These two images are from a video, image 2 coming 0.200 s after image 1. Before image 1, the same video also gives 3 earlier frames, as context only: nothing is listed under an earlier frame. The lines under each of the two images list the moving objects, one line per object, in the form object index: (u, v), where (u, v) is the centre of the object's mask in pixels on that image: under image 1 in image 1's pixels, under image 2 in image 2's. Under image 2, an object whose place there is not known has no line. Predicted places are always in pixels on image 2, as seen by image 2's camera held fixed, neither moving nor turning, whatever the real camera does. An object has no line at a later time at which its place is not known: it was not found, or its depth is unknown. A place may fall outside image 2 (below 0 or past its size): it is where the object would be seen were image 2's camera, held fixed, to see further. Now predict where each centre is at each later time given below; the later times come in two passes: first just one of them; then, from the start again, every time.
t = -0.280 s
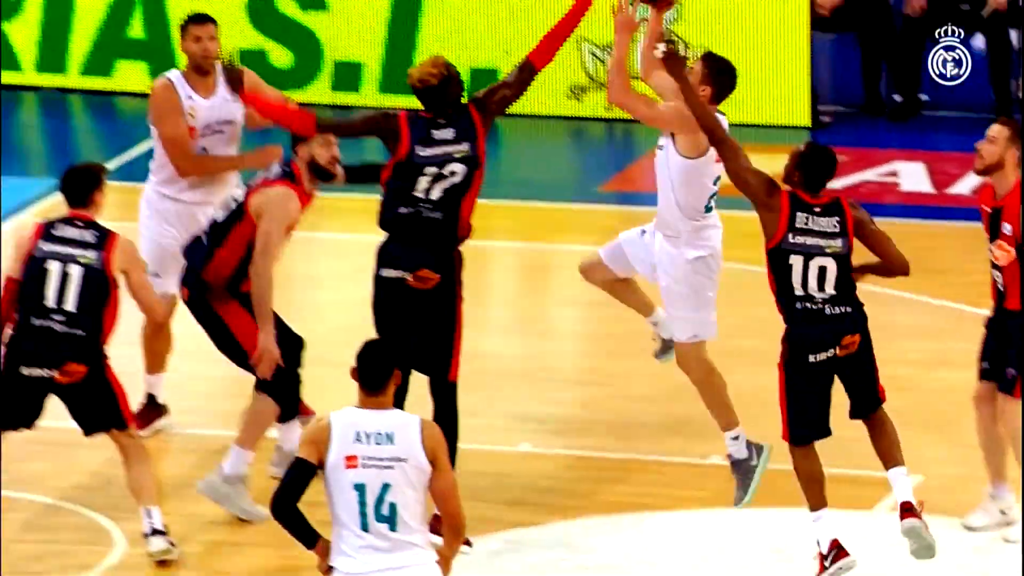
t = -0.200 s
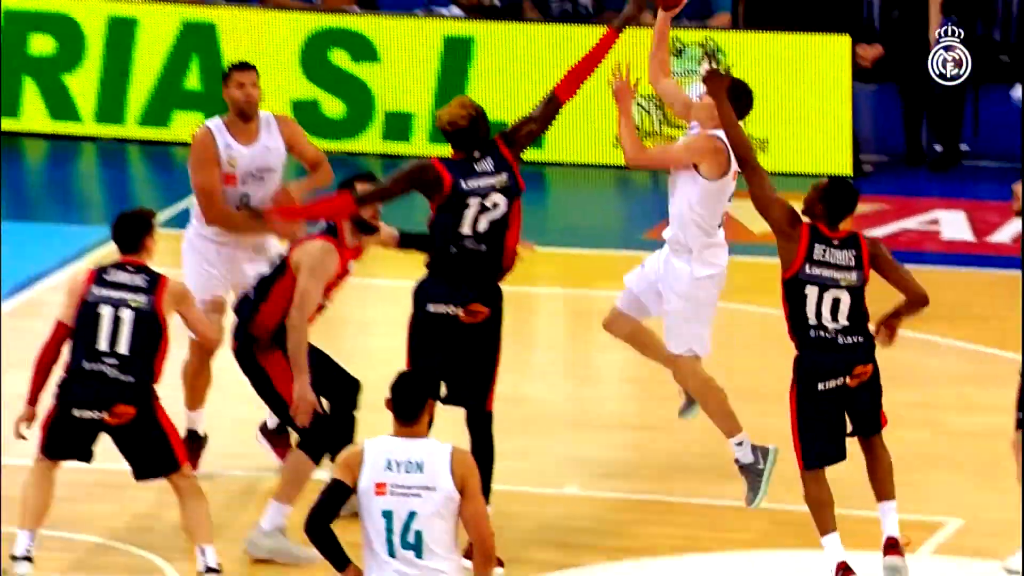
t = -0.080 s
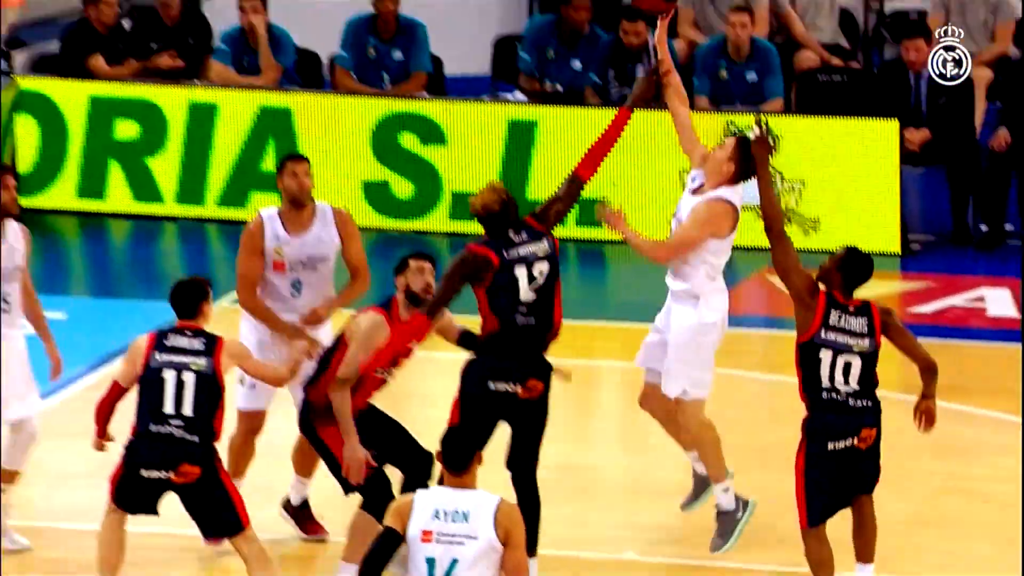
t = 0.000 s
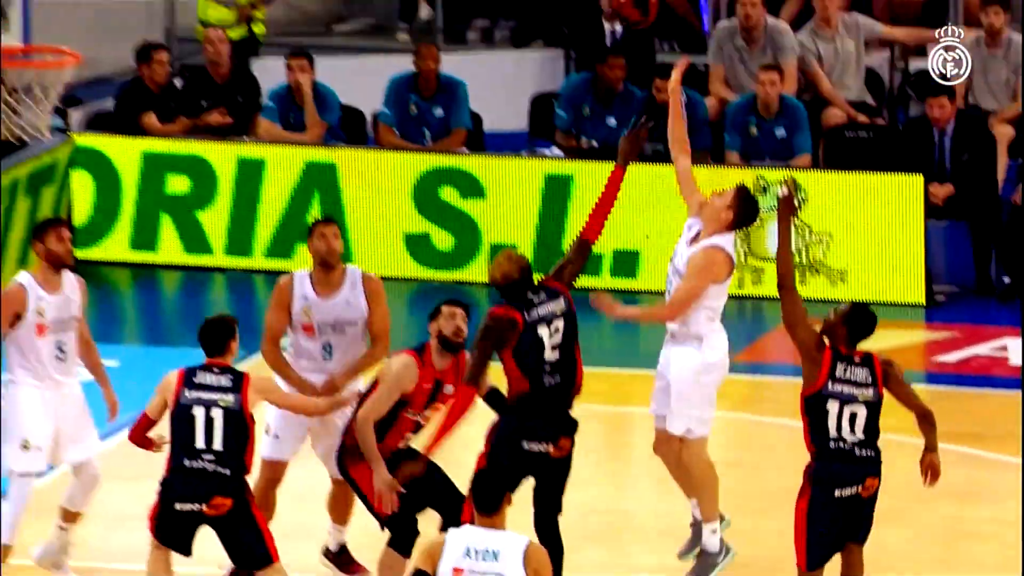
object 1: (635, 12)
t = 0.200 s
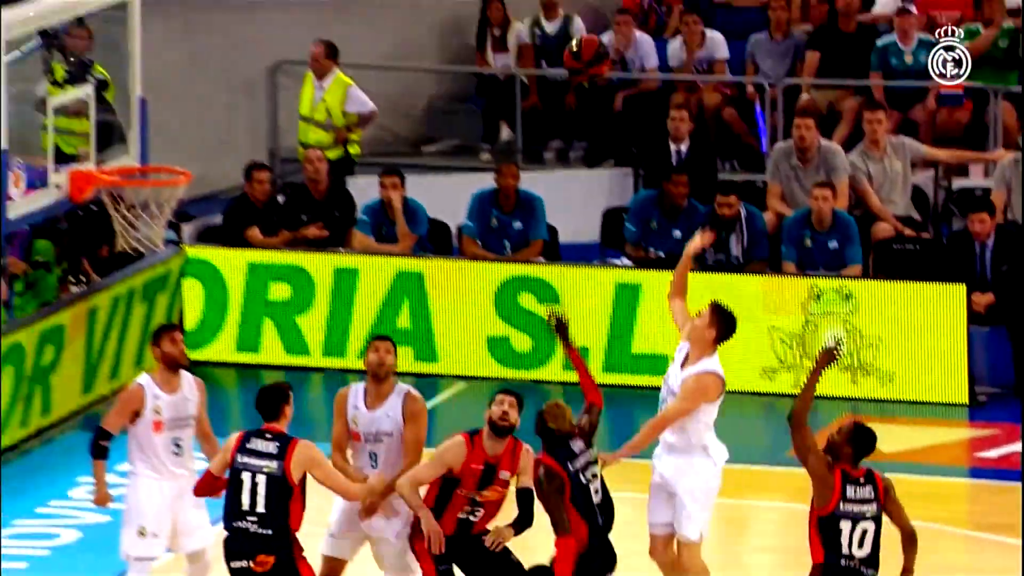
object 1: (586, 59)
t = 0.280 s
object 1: (541, 41)
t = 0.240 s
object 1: (564, 49)
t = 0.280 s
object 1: (541, 41)
